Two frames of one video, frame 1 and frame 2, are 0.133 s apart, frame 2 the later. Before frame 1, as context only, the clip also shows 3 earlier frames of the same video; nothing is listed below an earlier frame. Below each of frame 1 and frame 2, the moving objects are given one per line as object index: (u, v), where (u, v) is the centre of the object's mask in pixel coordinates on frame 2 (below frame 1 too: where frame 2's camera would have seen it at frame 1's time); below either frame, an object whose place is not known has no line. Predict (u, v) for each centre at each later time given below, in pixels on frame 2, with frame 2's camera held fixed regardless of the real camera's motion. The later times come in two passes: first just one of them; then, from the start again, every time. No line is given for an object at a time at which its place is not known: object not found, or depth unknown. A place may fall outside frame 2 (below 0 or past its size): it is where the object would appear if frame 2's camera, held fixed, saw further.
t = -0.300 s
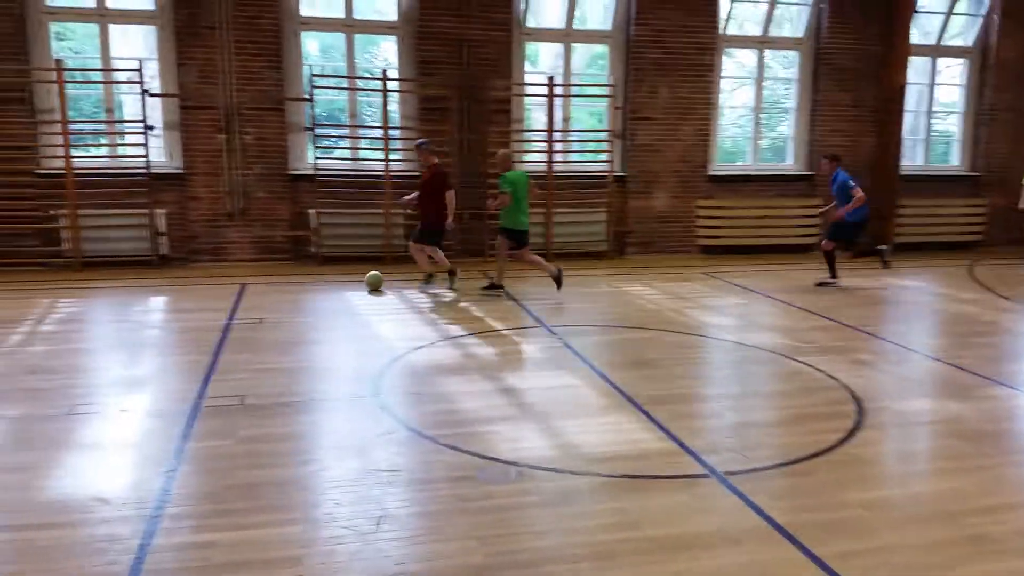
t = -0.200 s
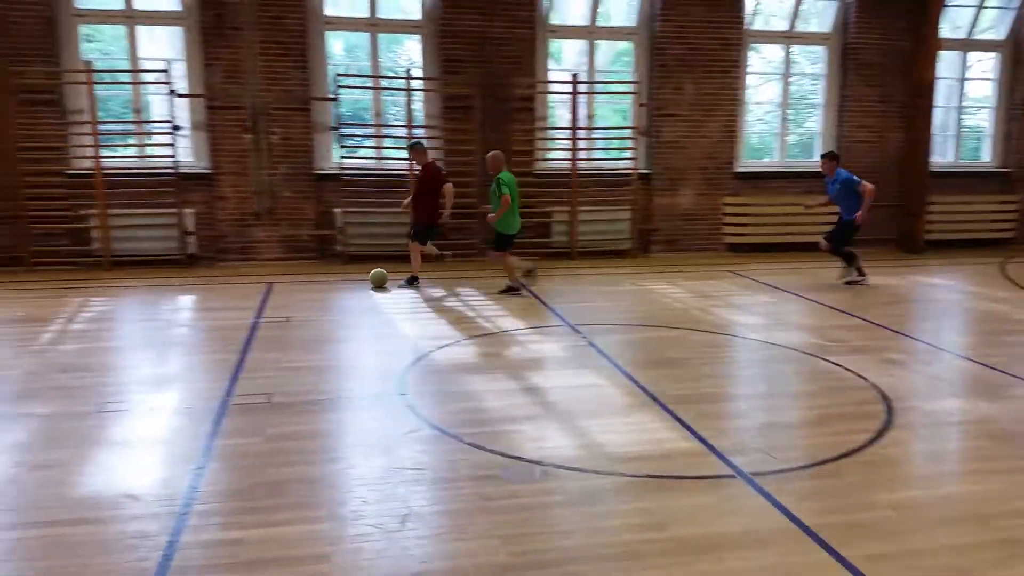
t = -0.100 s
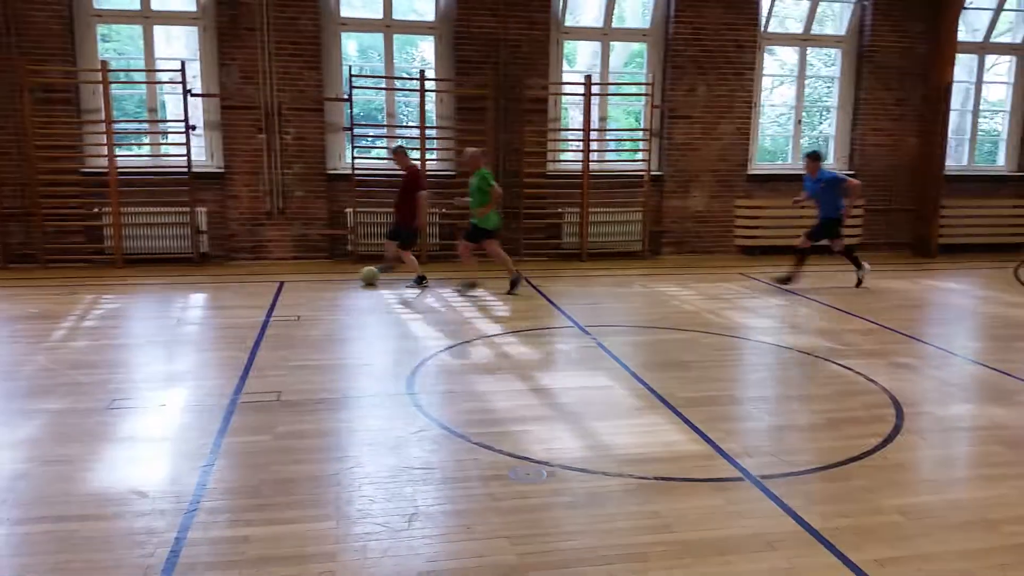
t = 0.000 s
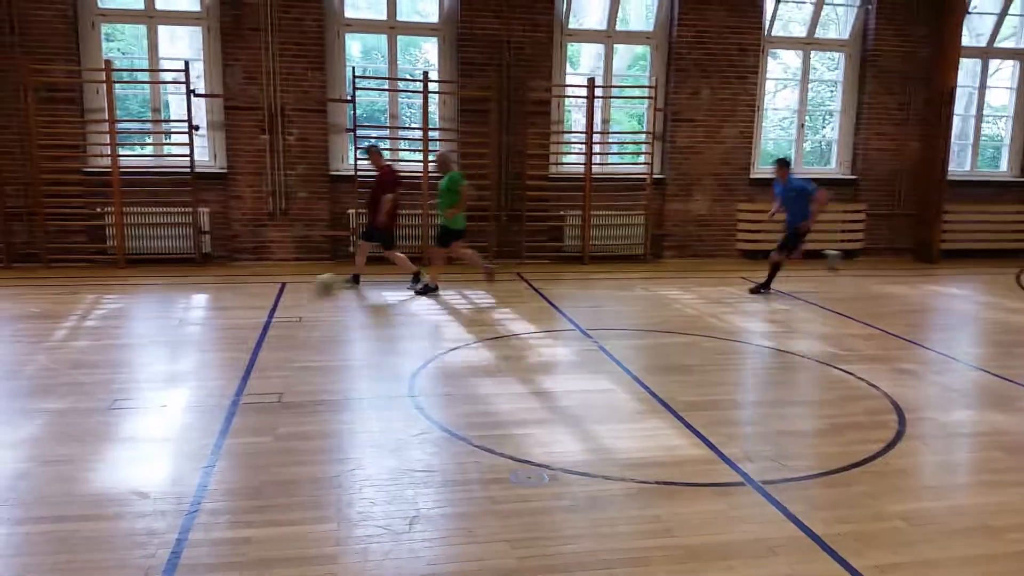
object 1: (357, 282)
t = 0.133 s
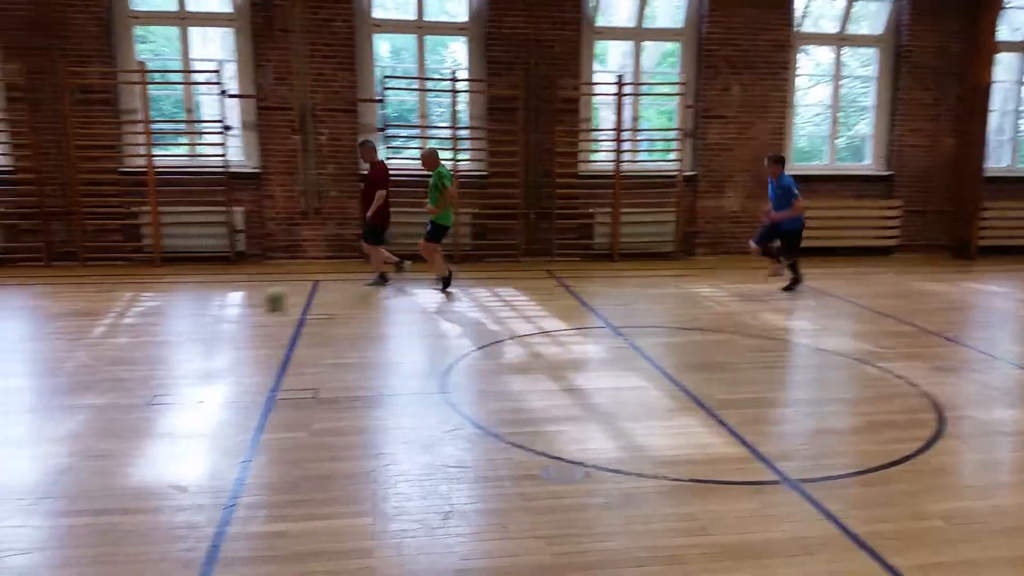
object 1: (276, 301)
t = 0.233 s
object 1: (206, 313)
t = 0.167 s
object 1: (252, 305)
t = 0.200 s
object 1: (229, 309)
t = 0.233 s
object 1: (206, 313)
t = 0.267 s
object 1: (181, 319)
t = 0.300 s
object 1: (153, 326)
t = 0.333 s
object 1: (129, 330)
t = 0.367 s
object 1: (101, 337)
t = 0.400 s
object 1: (74, 344)
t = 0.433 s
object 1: (45, 348)
